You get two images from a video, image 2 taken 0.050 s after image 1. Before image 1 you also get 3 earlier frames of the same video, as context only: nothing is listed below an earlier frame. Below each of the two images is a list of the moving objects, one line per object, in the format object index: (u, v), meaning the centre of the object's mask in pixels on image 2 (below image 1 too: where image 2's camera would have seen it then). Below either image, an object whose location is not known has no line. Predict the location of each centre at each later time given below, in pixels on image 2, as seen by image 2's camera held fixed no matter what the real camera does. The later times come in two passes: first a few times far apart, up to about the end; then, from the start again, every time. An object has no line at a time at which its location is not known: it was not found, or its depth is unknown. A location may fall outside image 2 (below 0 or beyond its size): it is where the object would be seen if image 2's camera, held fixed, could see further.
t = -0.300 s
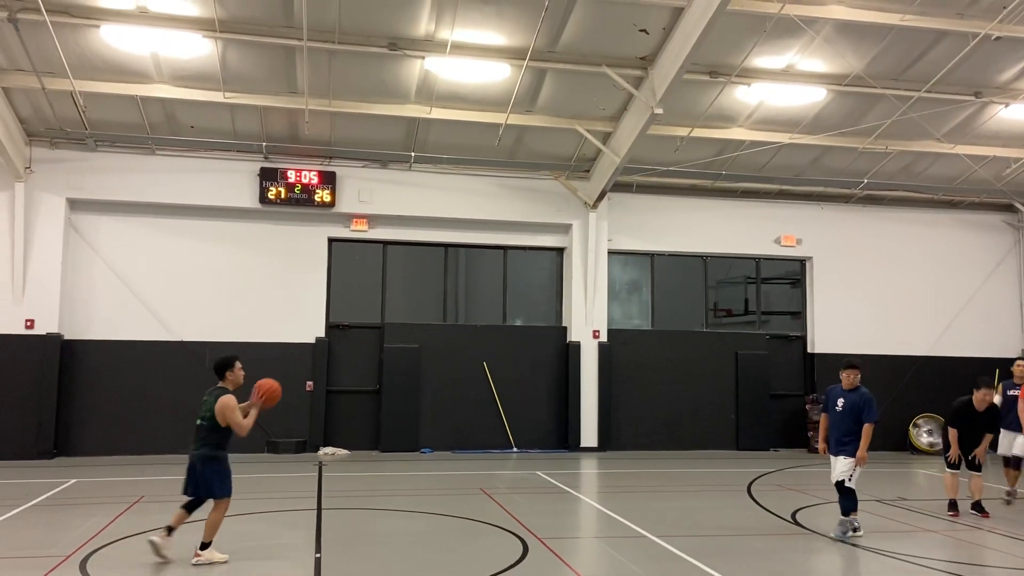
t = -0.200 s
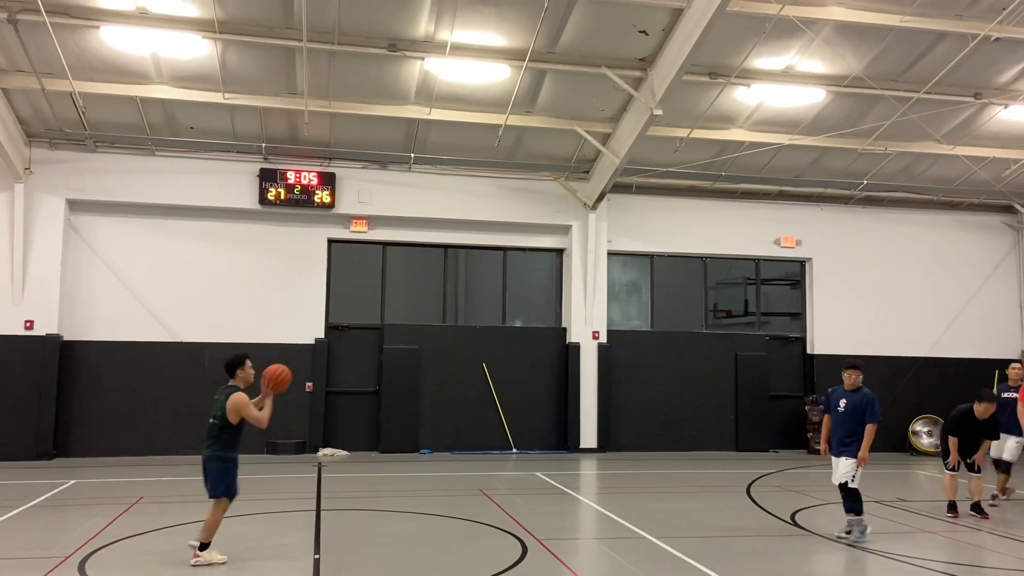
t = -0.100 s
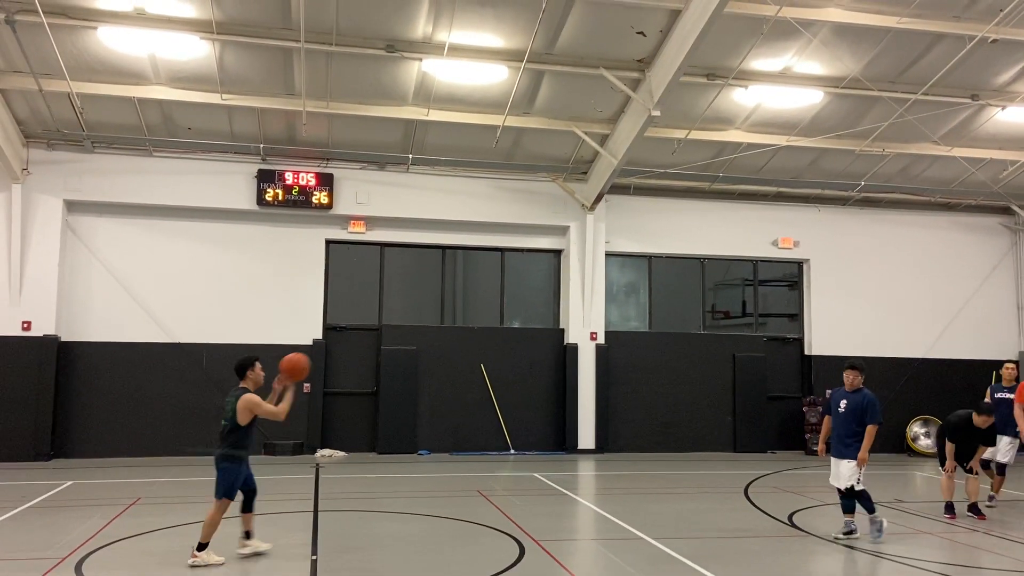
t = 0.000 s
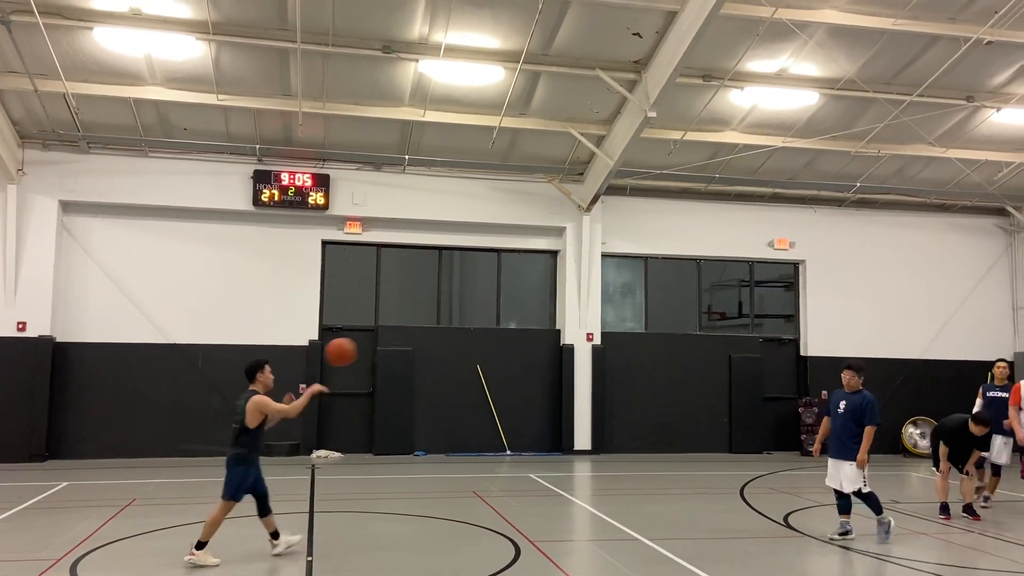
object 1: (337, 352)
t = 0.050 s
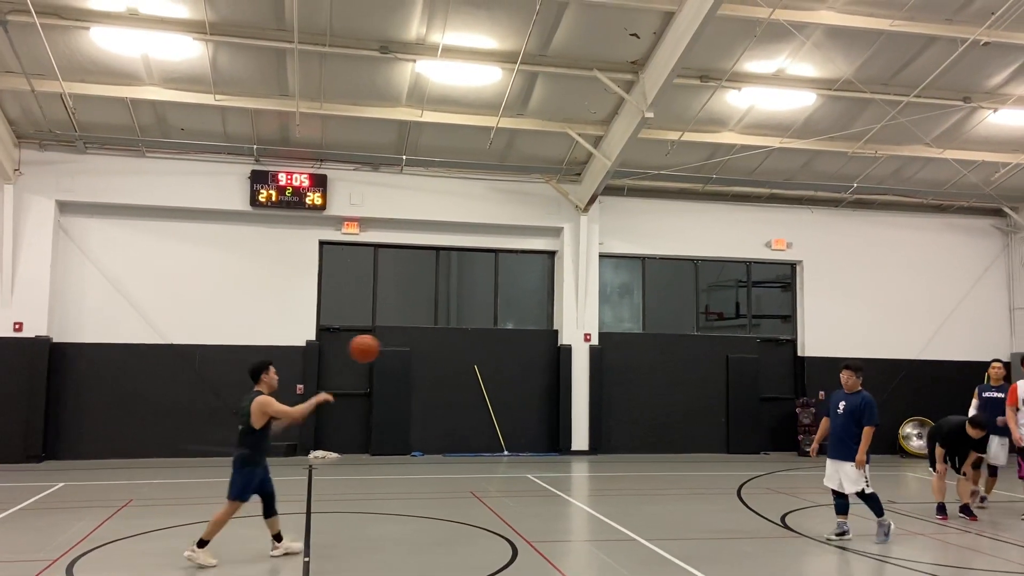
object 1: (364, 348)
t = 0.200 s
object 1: (437, 354)
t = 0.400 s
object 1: (528, 399)
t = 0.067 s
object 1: (372, 348)
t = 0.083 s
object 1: (380, 347)
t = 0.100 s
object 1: (389, 347)
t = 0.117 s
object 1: (397, 348)
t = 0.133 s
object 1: (406, 348)
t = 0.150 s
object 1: (413, 350)
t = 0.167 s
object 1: (422, 350)
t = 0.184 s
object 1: (429, 352)
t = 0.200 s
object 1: (437, 354)
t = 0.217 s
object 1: (445, 356)
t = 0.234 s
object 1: (453, 359)
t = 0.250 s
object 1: (461, 361)
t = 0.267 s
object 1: (470, 364)
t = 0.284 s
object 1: (476, 368)
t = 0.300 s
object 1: (484, 372)
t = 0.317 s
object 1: (492, 375)
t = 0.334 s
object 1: (498, 380)
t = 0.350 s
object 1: (506, 384)
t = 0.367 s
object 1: (514, 389)
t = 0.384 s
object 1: (521, 394)
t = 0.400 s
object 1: (528, 399)
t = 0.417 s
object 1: (535, 405)
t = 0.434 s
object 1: (542, 411)
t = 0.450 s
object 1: (551, 417)
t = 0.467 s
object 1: (558, 424)
